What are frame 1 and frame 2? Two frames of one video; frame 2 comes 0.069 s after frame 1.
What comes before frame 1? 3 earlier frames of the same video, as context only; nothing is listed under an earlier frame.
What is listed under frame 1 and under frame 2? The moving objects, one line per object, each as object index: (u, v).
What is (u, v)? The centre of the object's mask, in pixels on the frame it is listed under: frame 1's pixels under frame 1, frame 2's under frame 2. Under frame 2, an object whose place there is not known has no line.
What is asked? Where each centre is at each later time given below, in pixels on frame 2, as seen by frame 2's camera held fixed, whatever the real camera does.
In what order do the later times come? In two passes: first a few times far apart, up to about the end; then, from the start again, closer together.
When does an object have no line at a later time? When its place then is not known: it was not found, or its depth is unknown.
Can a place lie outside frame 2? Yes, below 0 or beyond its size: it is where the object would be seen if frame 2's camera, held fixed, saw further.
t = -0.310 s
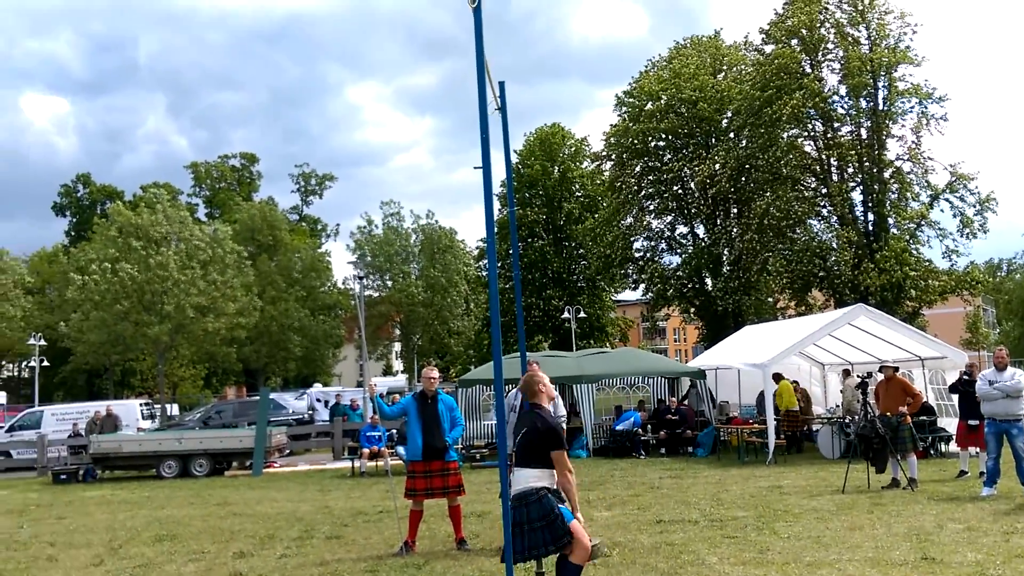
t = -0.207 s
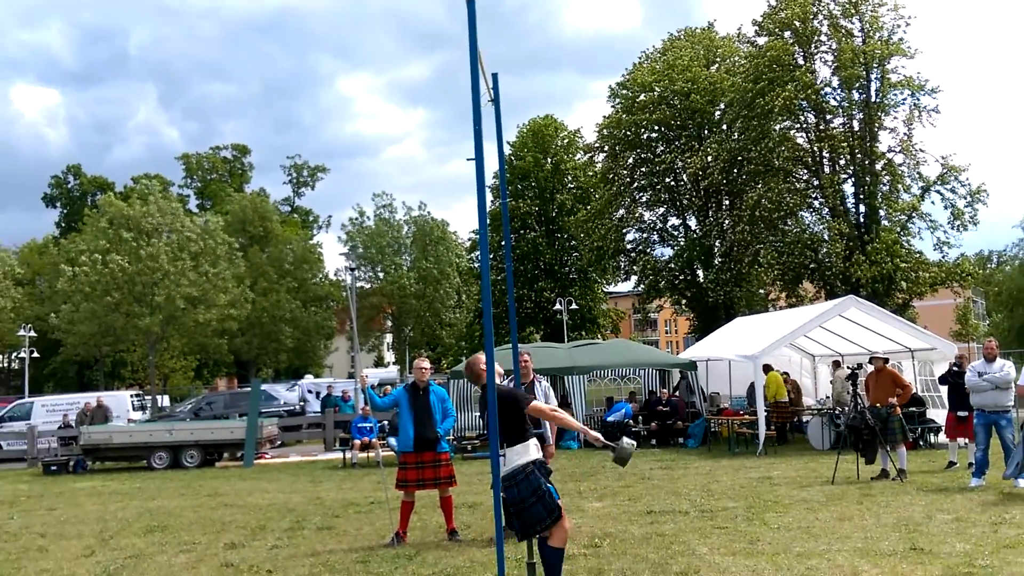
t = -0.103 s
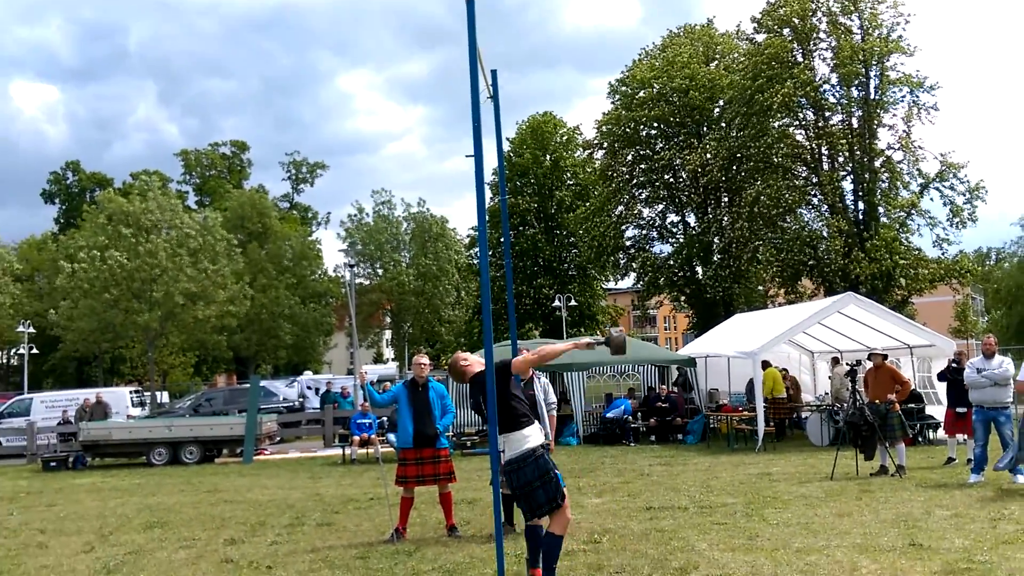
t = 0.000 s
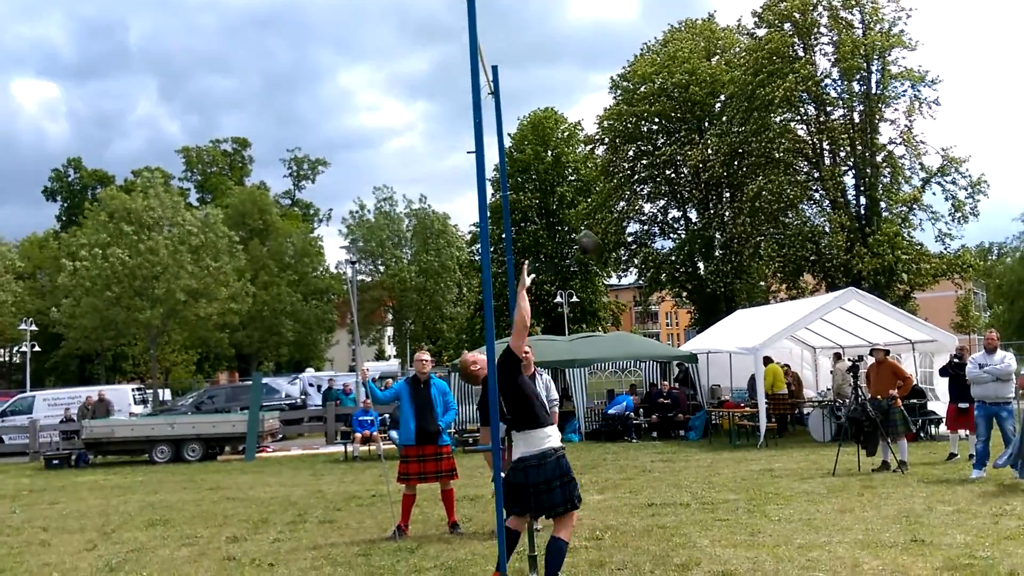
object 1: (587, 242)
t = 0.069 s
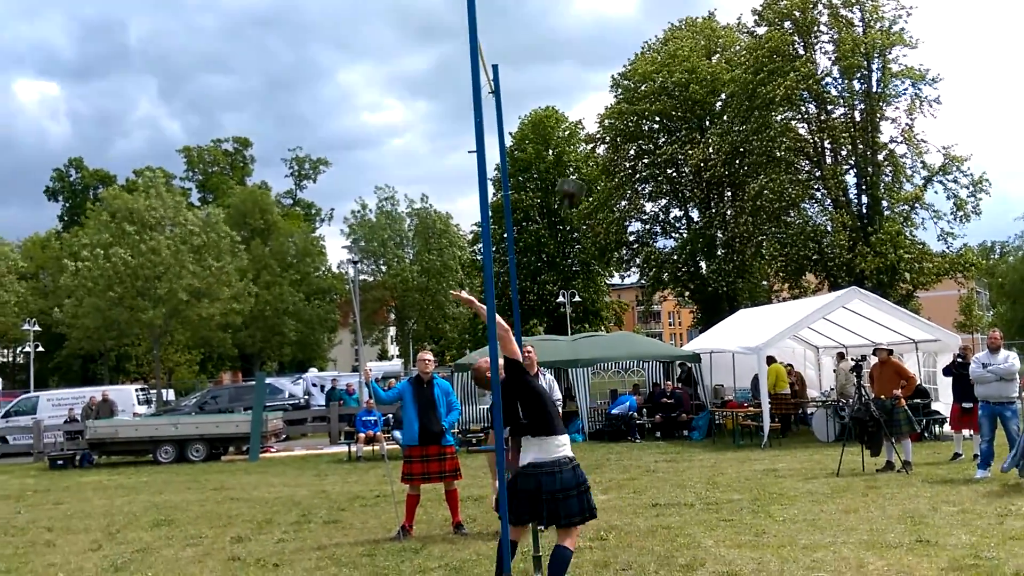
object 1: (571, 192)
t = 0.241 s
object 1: (527, 83)
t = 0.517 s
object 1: (446, -13)
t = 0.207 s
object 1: (534, 101)
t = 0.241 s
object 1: (527, 83)
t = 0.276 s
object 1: (518, 65)
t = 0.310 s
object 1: (509, 48)
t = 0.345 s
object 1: (501, 32)
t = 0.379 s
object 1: (493, 18)
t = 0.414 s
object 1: (481, 3)
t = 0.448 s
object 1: (461, -3)
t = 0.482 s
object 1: (455, -8)
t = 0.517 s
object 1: (446, -13)
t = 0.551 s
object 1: (442, -16)
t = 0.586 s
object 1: (430, -18)
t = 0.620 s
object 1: (415, -19)
